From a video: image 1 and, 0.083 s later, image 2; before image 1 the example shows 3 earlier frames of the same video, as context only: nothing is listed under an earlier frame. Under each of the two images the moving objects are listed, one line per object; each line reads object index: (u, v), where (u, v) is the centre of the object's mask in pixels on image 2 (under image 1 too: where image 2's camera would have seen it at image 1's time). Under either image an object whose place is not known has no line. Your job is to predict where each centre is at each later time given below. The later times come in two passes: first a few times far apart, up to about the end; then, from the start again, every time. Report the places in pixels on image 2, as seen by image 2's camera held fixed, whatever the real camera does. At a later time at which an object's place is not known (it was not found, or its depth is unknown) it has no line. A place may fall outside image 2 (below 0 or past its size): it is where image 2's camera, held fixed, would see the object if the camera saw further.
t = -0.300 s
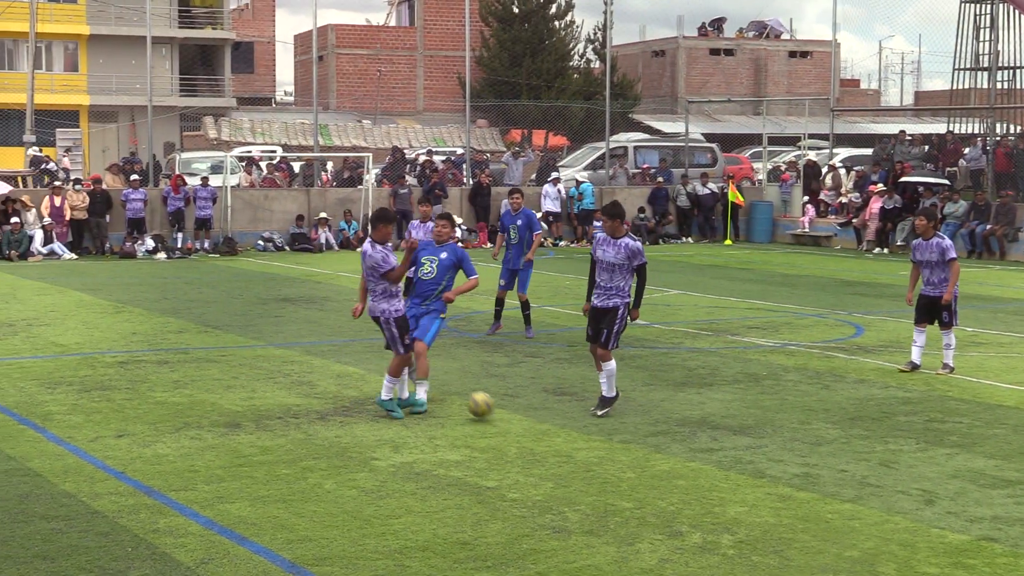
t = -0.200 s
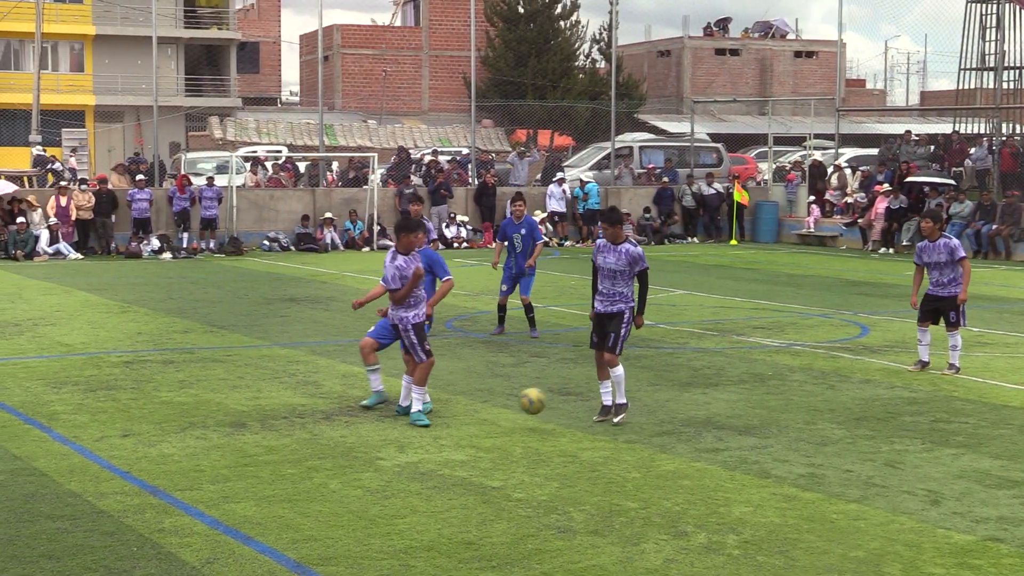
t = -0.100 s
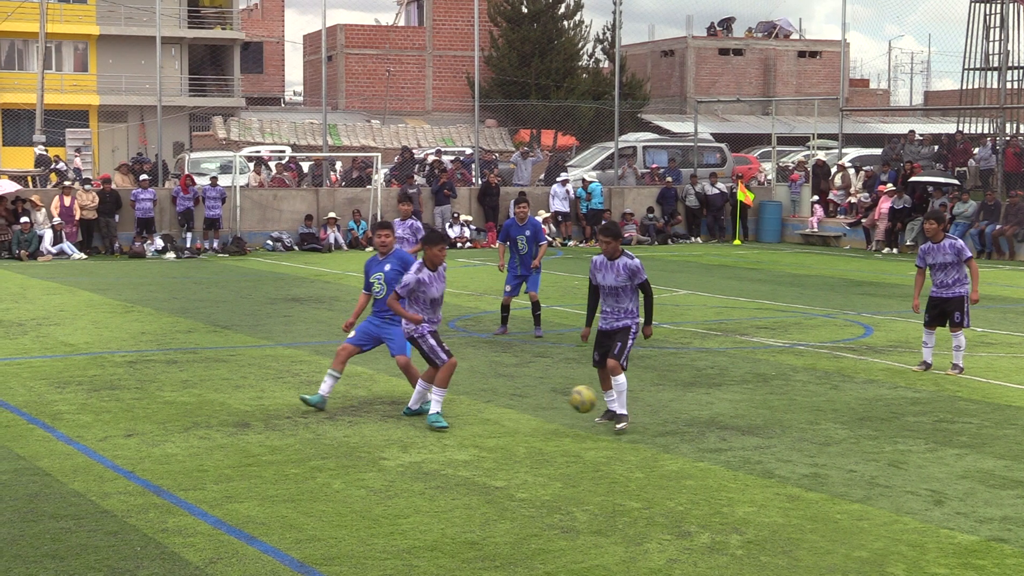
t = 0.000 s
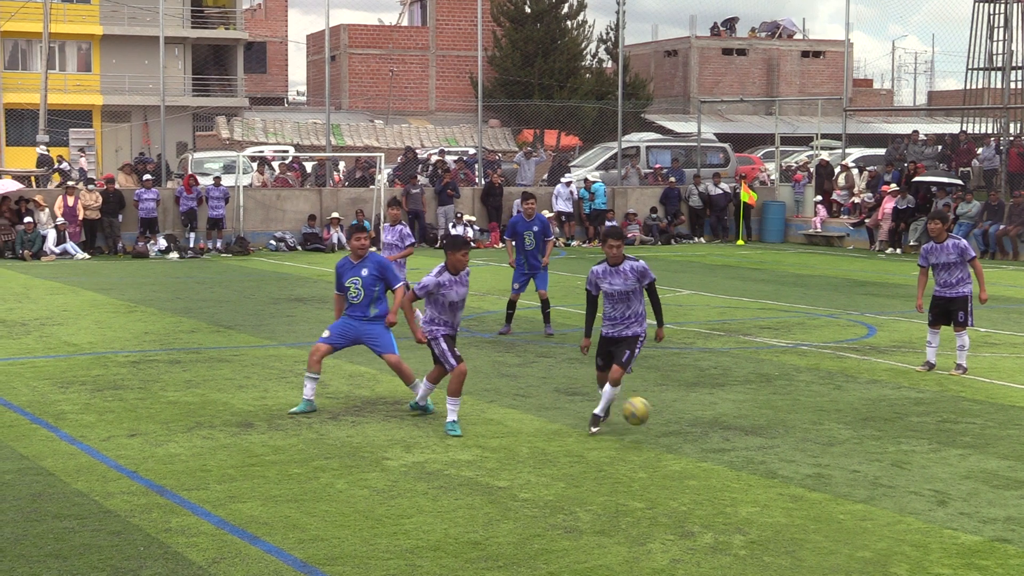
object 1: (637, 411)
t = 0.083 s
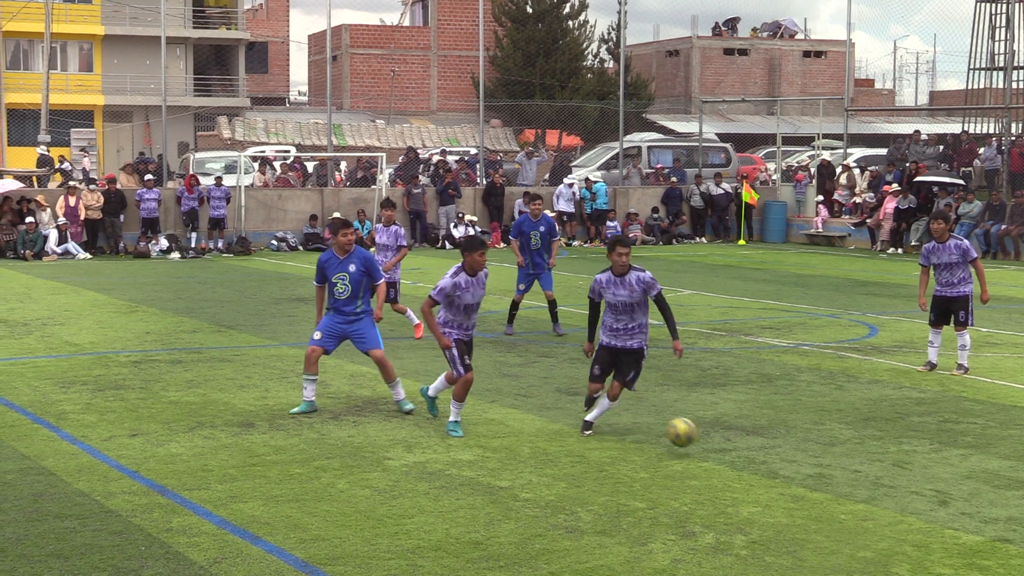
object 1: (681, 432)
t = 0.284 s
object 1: (800, 444)
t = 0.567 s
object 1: (996, 483)
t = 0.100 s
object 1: (690, 437)
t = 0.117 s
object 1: (700, 444)
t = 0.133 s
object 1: (709, 448)
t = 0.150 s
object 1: (719, 447)
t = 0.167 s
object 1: (728, 445)
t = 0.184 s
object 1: (739, 443)
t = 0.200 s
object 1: (748, 442)
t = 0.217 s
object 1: (758, 441)
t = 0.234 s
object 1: (769, 441)
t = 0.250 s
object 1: (778, 441)
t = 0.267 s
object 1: (789, 442)
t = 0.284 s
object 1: (800, 444)
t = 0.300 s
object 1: (810, 445)
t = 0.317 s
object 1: (821, 447)
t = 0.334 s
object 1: (832, 449)
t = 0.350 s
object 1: (843, 451)
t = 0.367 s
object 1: (853, 455)
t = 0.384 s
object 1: (864, 459)
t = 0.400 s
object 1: (877, 464)
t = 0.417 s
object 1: (887, 469)
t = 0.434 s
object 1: (899, 474)
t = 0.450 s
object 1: (911, 481)
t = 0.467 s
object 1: (923, 485)
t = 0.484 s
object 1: (935, 485)
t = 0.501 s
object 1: (947, 483)
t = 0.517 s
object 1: (959, 483)
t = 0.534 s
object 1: (971, 482)
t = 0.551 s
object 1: (983, 483)
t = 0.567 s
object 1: (996, 483)
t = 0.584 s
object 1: (1009, 484)
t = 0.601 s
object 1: (1019, 486)
